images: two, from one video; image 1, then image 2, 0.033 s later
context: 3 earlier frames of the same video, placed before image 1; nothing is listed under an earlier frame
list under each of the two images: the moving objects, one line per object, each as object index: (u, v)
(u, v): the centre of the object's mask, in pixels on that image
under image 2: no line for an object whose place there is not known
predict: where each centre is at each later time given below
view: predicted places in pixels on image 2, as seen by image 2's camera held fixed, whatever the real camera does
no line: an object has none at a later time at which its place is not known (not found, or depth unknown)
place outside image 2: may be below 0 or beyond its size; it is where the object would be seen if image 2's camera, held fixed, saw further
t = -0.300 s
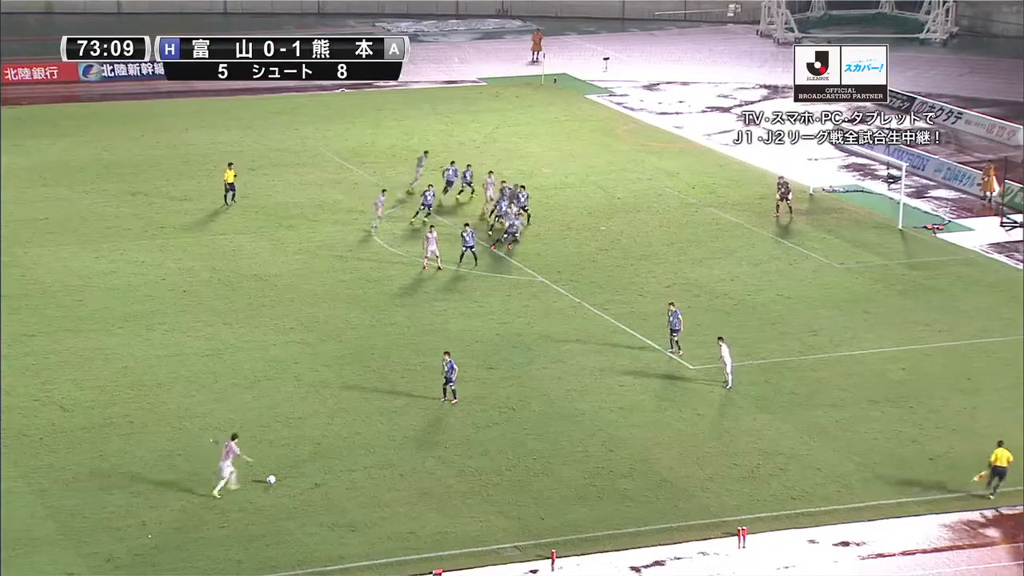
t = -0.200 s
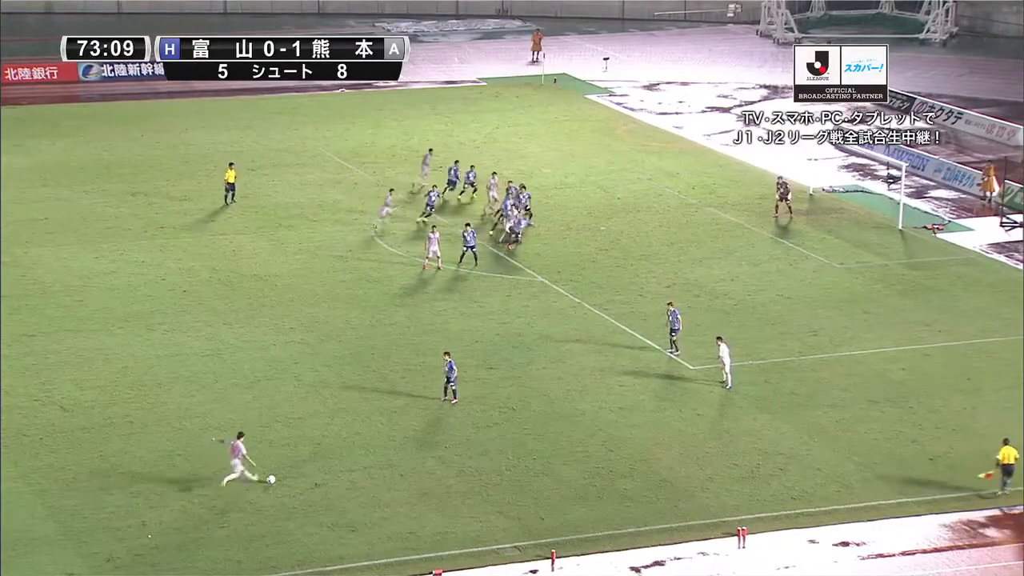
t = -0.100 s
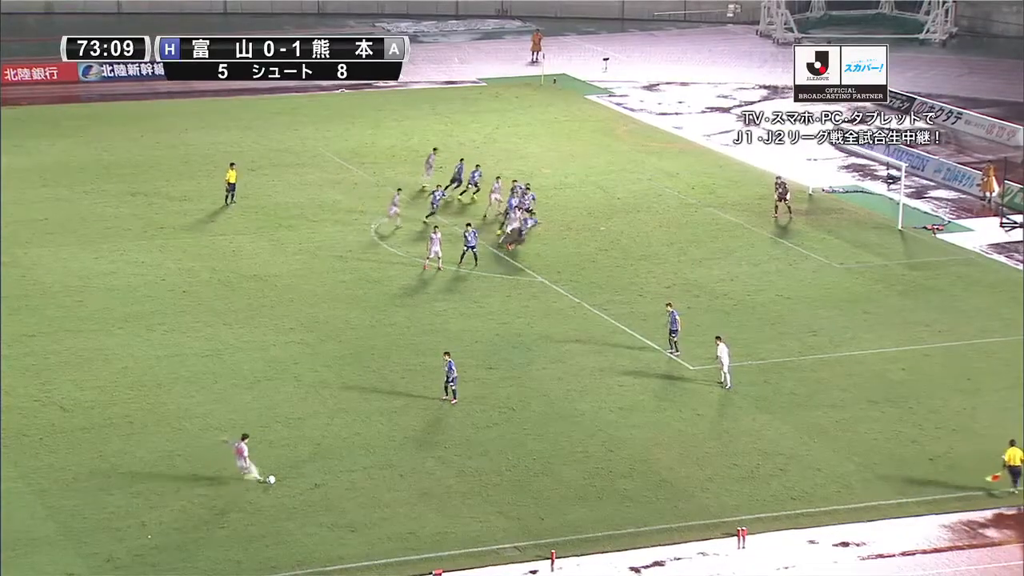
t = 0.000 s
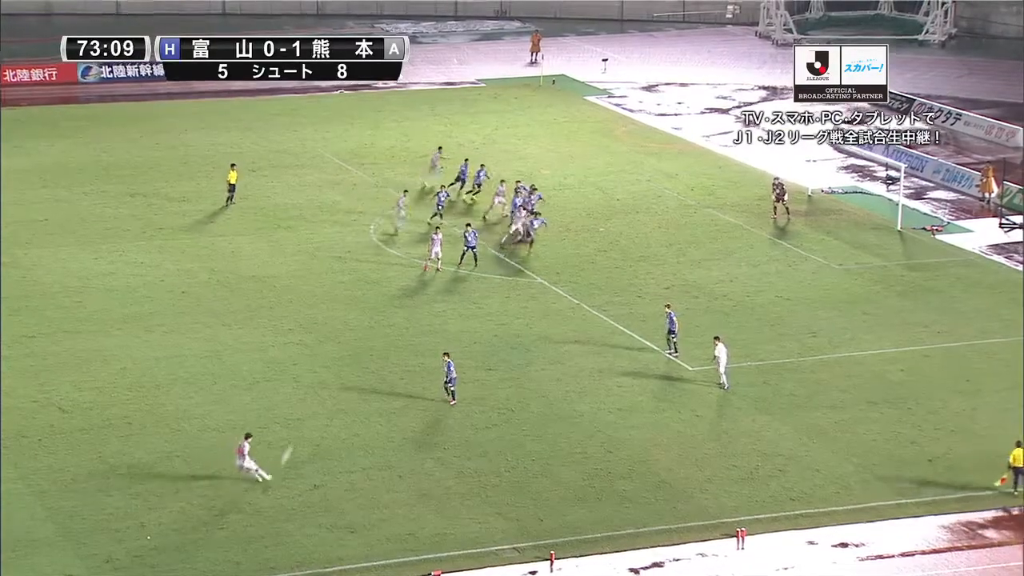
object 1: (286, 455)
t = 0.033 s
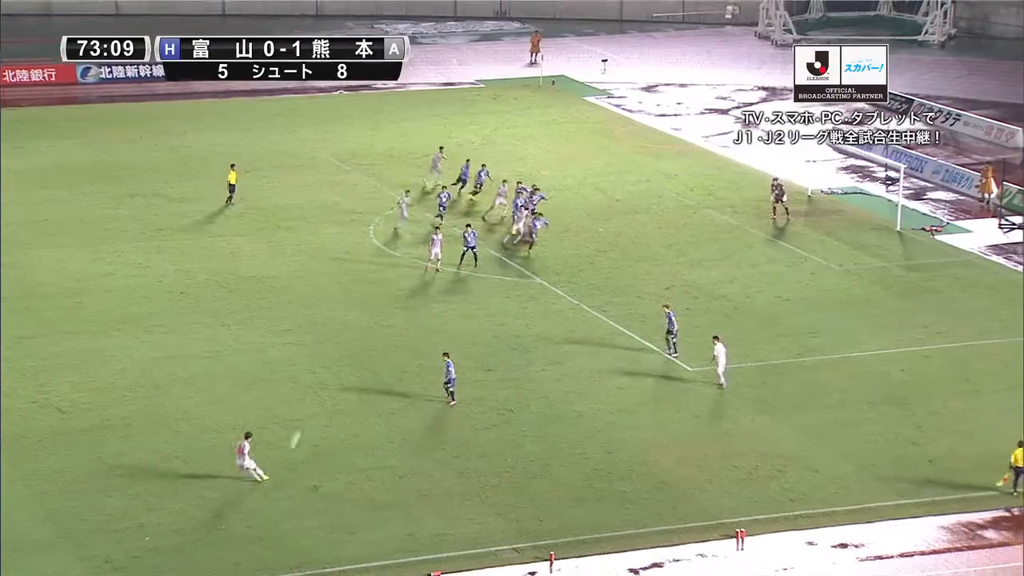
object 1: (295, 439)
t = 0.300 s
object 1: (354, 334)
